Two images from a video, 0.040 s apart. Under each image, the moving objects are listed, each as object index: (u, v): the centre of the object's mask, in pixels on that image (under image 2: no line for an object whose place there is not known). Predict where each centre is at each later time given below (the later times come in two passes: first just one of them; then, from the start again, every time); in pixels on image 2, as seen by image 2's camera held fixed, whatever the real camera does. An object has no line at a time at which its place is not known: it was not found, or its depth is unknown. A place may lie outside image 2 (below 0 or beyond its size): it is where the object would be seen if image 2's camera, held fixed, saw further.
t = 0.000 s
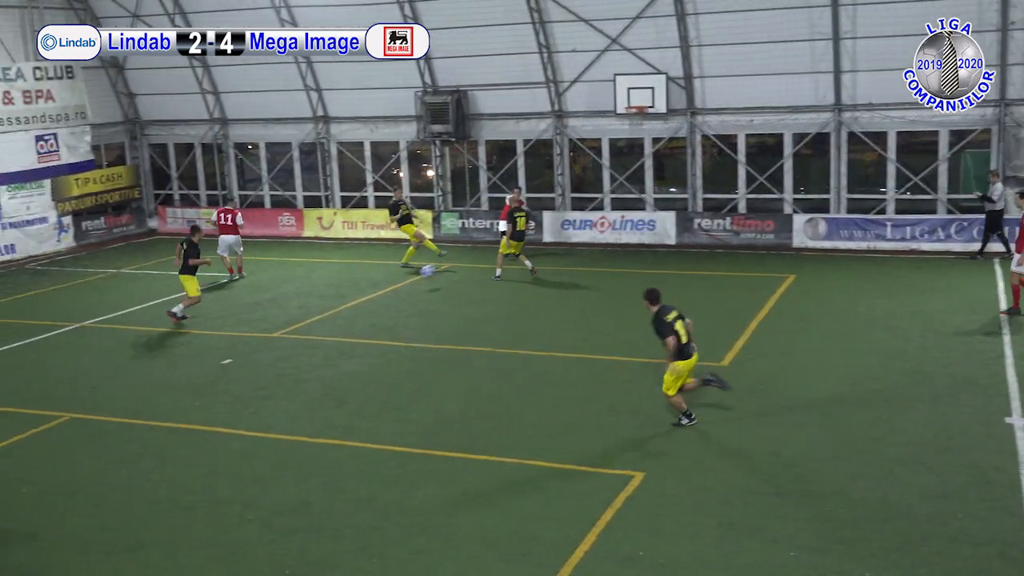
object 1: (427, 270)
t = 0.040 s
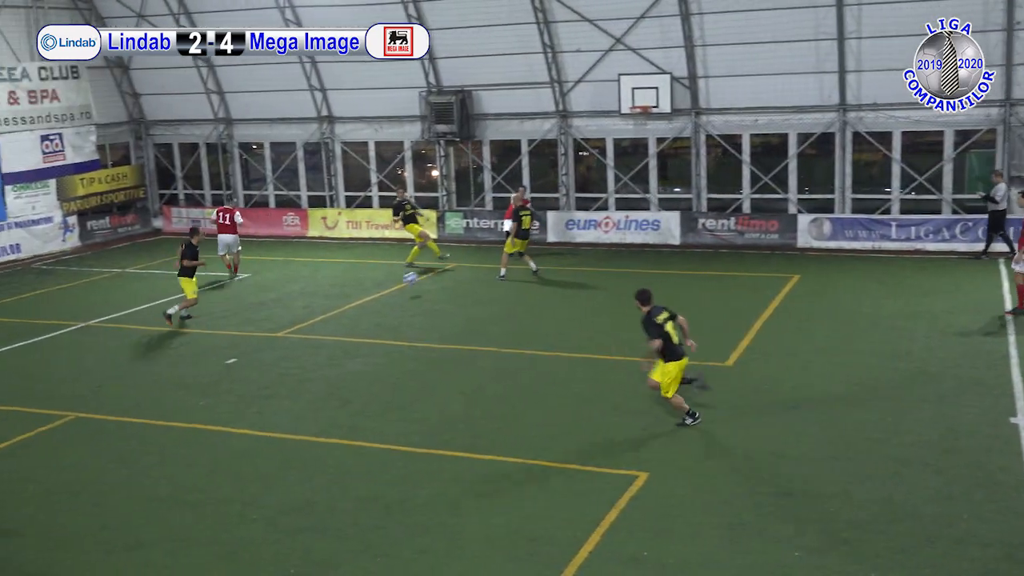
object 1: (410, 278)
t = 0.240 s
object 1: (293, 319)
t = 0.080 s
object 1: (388, 287)
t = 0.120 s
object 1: (365, 298)
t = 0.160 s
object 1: (341, 311)
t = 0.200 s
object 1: (317, 315)
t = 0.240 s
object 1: (293, 319)
